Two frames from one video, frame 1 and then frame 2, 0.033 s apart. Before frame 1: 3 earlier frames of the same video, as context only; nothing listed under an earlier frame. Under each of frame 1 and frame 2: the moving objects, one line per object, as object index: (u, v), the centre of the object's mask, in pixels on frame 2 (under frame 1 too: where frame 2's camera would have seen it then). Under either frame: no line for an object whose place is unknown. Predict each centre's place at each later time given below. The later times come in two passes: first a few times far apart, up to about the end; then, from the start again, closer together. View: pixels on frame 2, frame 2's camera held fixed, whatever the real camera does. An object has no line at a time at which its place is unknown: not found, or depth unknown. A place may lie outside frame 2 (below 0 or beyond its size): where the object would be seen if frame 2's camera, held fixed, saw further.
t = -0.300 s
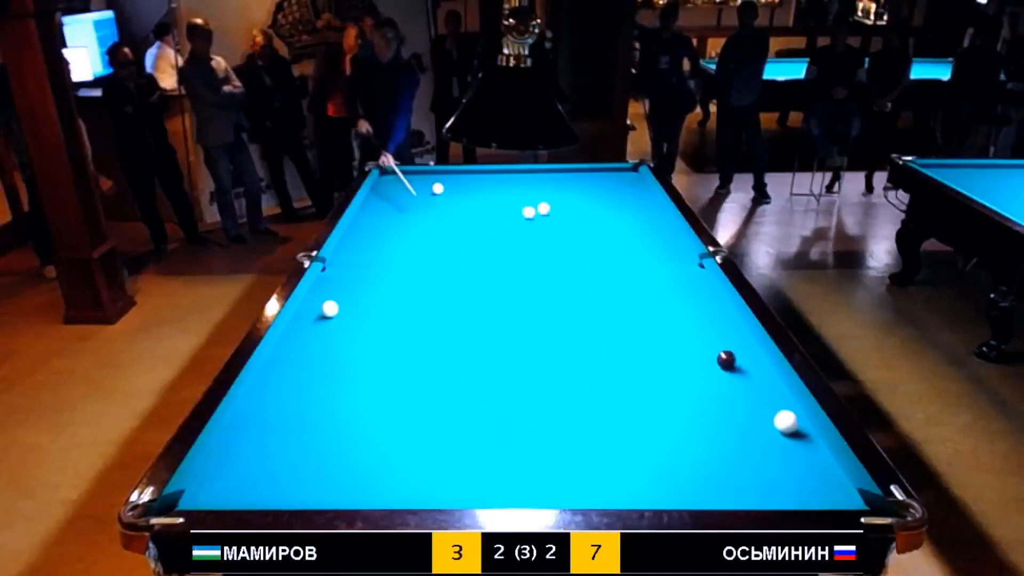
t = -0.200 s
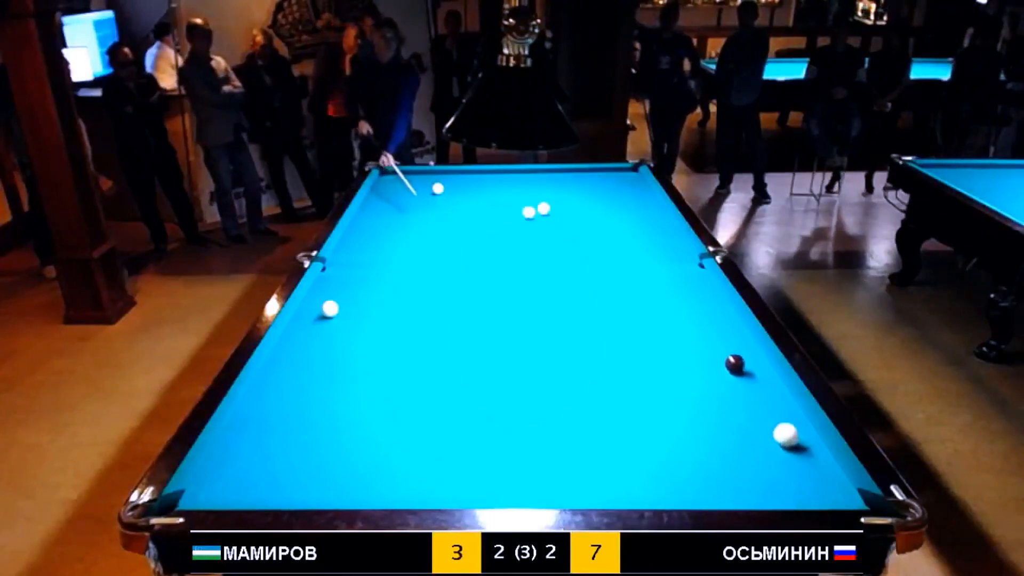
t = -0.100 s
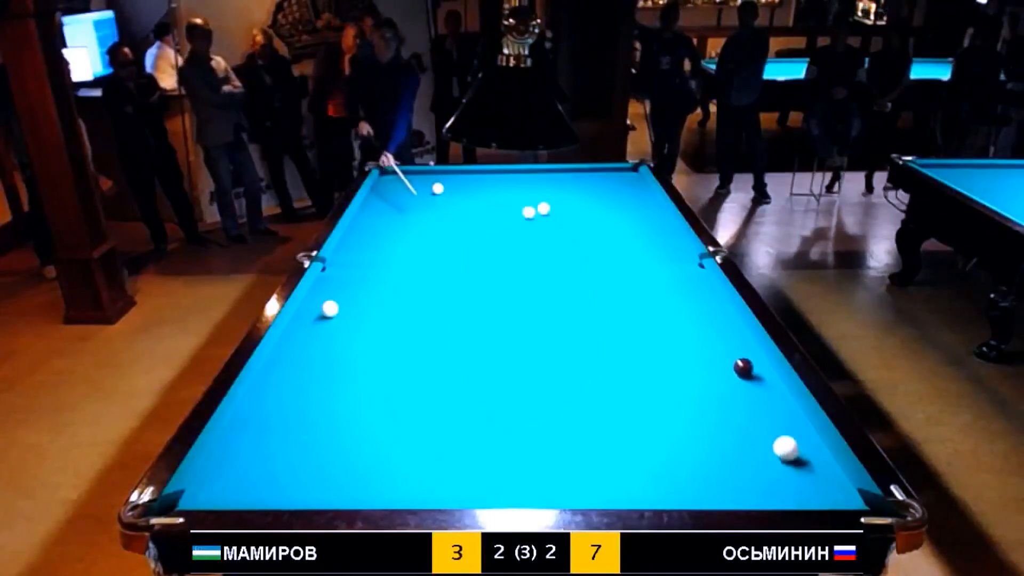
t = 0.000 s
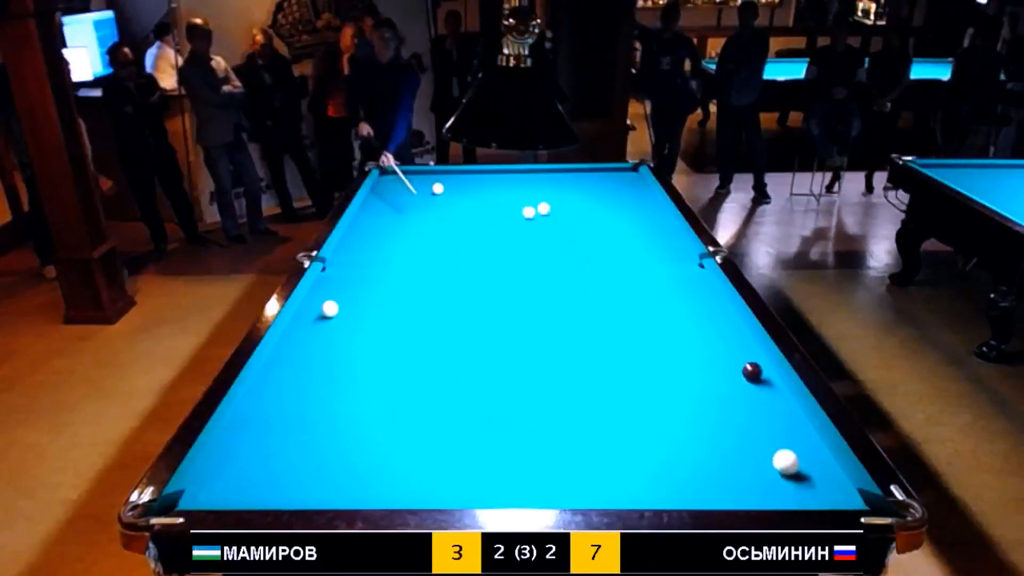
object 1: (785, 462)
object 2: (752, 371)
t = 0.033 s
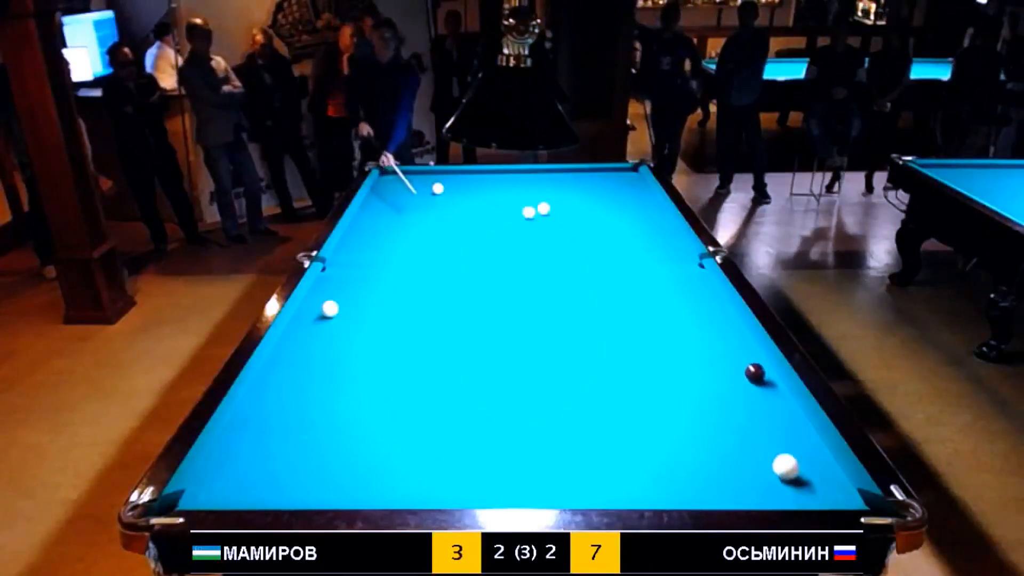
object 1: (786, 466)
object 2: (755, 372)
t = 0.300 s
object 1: (773, 486)
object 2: (770, 382)
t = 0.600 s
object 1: (736, 460)
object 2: (766, 390)
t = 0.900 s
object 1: (703, 438)
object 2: (762, 397)
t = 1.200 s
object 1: (675, 419)
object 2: (759, 405)
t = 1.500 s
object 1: (651, 402)
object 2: (757, 412)
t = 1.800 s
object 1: (630, 387)
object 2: (755, 418)
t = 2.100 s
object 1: (612, 374)
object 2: (753, 423)
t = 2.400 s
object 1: (596, 362)
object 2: (752, 427)
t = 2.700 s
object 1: (582, 352)
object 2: (751, 431)
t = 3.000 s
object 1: (570, 343)
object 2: (751, 431)
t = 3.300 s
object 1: (559, 335)
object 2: (750, 431)
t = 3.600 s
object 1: (549, 328)
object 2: (751, 432)
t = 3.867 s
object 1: (542, 322)
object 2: (750, 431)
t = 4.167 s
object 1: (534, 316)
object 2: (751, 432)
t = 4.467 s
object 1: (528, 312)
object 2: (751, 430)
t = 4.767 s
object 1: (522, 307)
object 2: (751, 430)
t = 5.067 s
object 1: (517, 304)
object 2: (750, 429)
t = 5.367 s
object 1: (513, 301)
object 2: (751, 429)
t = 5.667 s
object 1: (509, 298)
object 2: (751, 429)
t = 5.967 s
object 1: (505, 296)
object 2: (751, 429)
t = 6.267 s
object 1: (502, 295)
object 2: (751, 429)
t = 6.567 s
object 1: (501, 294)
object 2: (751, 429)
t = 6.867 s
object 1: (500, 293)
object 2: (751, 433)
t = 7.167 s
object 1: (500, 293)
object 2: (751, 432)
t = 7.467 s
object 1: (500, 293)
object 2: (751, 433)
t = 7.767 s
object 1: (500, 293)
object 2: (751, 433)
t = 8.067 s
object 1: (500, 293)
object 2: (751, 433)
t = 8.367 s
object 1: (500, 293)
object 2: (751, 432)
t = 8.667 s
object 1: (500, 293)
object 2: (751, 433)
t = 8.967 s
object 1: (500, 293)
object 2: (751, 433)
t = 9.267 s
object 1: (500, 293)
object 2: (751, 433)
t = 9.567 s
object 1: (500, 293)
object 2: (751, 433)
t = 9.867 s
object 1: (500, 293)
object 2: (751, 433)
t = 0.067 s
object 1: (785, 471)
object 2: (758, 373)
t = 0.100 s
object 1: (786, 476)
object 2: (761, 375)
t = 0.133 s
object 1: (785, 481)
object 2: (764, 376)
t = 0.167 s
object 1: (785, 486)
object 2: (766, 377)
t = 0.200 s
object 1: (785, 489)
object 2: (769, 379)
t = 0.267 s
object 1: (778, 488)
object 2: (771, 381)
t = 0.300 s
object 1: (773, 486)
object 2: (770, 382)
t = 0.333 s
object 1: (769, 483)
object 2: (770, 383)
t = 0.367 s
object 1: (765, 480)
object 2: (769, 384)
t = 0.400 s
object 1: (760, 477)
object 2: (769, 385)
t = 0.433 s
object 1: (756, 474)
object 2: (768, 386)
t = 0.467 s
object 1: (752, 471)
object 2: (768, 386)
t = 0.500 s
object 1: (748, 468)
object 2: (767, 387)
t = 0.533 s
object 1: (744, 466)
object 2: (767, 388)
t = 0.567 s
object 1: (739, 463)
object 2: (767, 389)
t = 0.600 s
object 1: (736, 460)
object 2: (766, 390)
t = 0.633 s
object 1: (732, 458)
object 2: (766, 391)
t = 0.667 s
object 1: (728, 455)
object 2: (765, 392)
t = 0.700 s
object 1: (725, 453)
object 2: (765, 393)
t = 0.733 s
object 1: (721, 450)
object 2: (764, 393)
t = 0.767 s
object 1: (717, 448)
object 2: (764, 394)
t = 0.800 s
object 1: (713, 445)
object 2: (764, 395)
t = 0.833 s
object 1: (710, 443)
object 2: (763, 396)
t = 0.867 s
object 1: (706, 440)
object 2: (763, 397)
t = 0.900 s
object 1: (703, 438)
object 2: (762, 397)
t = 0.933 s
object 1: (700, 436)
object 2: (762, 398)
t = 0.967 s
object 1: (697, 433)
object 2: (761, 399)
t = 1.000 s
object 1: (693, 431)
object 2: (761, 400)
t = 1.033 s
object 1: (690, 429)
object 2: (761, 402)
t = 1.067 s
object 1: (687, 427)
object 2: (760, 402)
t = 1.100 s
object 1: (684, 425)
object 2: (760, 403)
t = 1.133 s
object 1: (681, 423)
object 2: (760, 404)
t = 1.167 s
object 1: (678, 421)
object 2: (760, 405)
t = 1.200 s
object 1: (675, 419)
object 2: (759, 405)
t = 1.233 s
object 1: (672, 417)
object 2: (759, 406)
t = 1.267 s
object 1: (670, 415)
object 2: (759, 407)
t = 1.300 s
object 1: (667, 413)
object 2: (758, 408)
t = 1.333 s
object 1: (664, 411)
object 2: (758, 408)
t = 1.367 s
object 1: (661, 409)
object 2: (758, 409)
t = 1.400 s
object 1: (659, 407)
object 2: (757, 410)
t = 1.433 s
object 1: (656, 405)
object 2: (757, 411)
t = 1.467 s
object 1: (654, 403)
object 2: (757, 411)
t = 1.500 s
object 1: (651, 402)
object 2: (757, 412)
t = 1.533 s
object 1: (649, 400)
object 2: (756, 413)
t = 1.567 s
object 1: (647, 398)
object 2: (756, 414)
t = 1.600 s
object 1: (644, 397)
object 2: (756, 414)
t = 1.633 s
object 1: (642, 395)
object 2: (756, 415)
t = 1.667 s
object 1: (639, 393)
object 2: (756, 416)
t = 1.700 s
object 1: (637, 392)
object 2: (755, 416)
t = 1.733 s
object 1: (635, 390)
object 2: (755, 417)
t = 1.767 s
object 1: (632, 388)
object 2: (755, 417)
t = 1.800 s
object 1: (630, 387)
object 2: (755, 418)
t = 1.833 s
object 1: (628, 385)
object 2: (755, 419)
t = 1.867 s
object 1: (626, 384)
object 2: (754, 419)
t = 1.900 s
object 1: (624, 382)
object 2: (754, 420)
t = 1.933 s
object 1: (622, 381)
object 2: (754, 421)
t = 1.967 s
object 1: (620, 379)
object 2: (754, 421)
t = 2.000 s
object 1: (618, 378)
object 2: (754, 422)
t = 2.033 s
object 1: (616, 376)
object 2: (754, 422)
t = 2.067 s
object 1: (614, 375)
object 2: (754, 422)
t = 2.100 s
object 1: (612, 374)
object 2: (753, 423)
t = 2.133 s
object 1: (610, 372)
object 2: (753, 423)
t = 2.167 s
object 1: (608, 371)
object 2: (753, 424)
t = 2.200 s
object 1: (607, 370)
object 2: (753, 424)
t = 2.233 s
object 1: (605, 368)
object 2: (753, 425)
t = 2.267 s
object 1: (603, 367)
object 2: (753, 425)
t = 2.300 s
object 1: (601, 366)
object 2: (752, 426)
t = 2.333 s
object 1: (599, 365)
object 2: (752, 426)
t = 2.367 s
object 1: (598, 363)
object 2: (752, 427)
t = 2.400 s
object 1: (596, 362)
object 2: (752, 427)
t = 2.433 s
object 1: (594, 361)
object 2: (752, 428)
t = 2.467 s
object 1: (593, 360)
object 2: (752, 428)
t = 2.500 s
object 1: (591, 359)
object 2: (753, 425)
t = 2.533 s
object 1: (590, 357)
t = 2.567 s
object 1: (588, 356)
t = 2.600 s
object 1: (587, 355)
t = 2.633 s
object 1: (585, 354)
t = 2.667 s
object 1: (584, 353)
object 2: (751, 431)
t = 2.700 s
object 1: (582, 352)
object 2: (751, 431)
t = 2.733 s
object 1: (581, 351)
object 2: (751, 430)
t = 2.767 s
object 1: (579, 349)
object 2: (751, 430)
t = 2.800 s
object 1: (578, 349)
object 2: (751, 430)
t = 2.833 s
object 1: (576, 347)
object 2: (751, 430)
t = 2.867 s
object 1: (575, 346)
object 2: (751, 430)
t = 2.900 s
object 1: (573, 345)
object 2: (751, 430)
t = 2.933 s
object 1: (572, 345)
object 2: (751, 431)
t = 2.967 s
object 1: (571, 343)
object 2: (751, 431)
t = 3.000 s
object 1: (570, 343)
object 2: (751, 431)
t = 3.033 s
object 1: (568, 342)
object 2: (750, 431)
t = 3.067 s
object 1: (567, 341)
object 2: (750, 431)
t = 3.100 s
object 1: (566, 340)
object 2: (750, 431)
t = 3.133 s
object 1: (565, 339)
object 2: (750, 431)
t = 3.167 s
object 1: (564, 338)
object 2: (750, 431)
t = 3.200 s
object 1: (562, 338)
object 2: (750, 431)
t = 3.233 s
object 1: (561, 336)
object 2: (750, 431)
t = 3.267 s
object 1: (560, 336)
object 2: (750, 431)
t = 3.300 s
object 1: (559, 335)
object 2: (750, 431)
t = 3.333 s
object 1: (558, 334)
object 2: (750, 431)
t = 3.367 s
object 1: (557, 333)
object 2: (750, 431)
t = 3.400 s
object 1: (556, 332)
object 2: (750, 431)
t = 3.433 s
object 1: (554, 331)
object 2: (750, 431)
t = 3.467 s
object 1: (553, 331)
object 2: (750, 431)
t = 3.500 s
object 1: (552, 330)
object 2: (750, 430)
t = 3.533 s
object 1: (552, 329)
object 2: (750, 430)
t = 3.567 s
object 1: (550, 329)
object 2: (751, 430)
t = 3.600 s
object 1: (549, 328)
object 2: (751, 432)
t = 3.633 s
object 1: (548, 327)
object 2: (751, 432)
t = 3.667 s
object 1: (547, 326)
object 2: (751, 432)
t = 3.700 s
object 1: (547, 325)
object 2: (751, 432)
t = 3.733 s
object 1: (546, 325)
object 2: (751, 432)
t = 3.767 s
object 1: (545, 324)
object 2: (751, 432)
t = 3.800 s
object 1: (544, 323)
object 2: (751, 432)
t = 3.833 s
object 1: (543, 323)
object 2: (751, 433)
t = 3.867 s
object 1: (542, 322)
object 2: (750, 431)
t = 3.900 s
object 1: (541, 321)
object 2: (751, 433)
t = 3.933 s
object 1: (540, 321)
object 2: (750, 431)
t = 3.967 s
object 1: (539, 320)
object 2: (751, 433)
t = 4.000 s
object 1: (539, 319)
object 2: (751, 431)
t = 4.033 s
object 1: (538, 319)
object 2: (751, 431)
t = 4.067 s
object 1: (537, 318)
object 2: (751, 431)
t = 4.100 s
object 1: (536, 317)
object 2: (751, 431)
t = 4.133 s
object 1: (535, 317)
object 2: (751, 431)
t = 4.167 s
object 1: (534, 316)
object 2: (751, 432)
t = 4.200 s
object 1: (534, 316)
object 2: (751, 431)
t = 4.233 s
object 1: (533, 315)
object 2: (751, 431)
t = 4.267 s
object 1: (532, 315)
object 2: (751, 430)
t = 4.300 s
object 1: (531, 314)
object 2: (751, 430)
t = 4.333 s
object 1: (531, 314)
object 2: (751, 430)
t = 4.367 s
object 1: (530, 313)
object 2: (751, 432)
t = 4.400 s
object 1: (529, 313)
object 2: (751, 430)
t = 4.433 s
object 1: (529, 312)
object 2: (751, 430)
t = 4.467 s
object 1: (528, 312)
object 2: (751, 430)
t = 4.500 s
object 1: (527, 311)
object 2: (751, 430)
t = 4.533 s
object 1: (526, 310)
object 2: (751, 430)
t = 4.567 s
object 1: (526, 310)
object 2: (751, 430)
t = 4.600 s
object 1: (525, 310)
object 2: (751, 430)
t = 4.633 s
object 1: (525, 309)
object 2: (751, 430)
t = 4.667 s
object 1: (524, 309)
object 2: (751, 430)
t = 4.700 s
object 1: (523, 308)
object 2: (751, 430)
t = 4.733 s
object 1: (523, 308)
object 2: (751, 430)
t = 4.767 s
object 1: (522, 307)
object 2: (751, 430)
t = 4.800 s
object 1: (521, 307)
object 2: (751, 430)
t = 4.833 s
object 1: (521, 306)
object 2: (751, 429)
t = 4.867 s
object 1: (520, 306)
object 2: (751, 429)
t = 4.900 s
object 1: (520, 306)
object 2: (751, 429)
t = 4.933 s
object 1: (519, 305)
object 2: (751, 429)
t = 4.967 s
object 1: (519, 305)
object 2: (751, 429)
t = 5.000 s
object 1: (518, 304)
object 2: (751, 429)
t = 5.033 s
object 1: (517, 304)
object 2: (750, 429)
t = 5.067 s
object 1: (517, 304)
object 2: (750, 429)
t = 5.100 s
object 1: (516, 303)
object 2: (751, 429)
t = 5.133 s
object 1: (516, 303)
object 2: (750, 429)
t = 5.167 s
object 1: (515, 303)
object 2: (750, 429)
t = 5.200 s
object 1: (515, 302)
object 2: (750, 429)
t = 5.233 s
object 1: (514, 302)
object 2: (751, 429)
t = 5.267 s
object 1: (514, 302)
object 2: (751, 429)
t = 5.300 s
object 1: (514, 301)
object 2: (751, 429)
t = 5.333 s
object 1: (513, 301)
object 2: (751, 429)
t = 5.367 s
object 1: (513, 301)
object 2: (751, 429)
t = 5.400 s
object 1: (512, 300)
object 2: (751, 429)
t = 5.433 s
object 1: (512, 300)
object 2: (751, 429)
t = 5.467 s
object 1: (511, 300)
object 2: (751, 429)
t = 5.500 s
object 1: (511, 299)
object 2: (751, 429)
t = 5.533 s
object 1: (510, 299)
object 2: (751, 429)
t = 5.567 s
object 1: (510, 299)
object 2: (751, 429)
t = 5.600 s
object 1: (509, 299)
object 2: (751, 429)
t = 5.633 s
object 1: (509, 298)
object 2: (751, 429)
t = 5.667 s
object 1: (509, 298)
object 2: (751, 429)
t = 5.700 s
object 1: (508, 298)
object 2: (751, 429)
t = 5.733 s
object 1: (508, 298)
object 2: (751, 429)
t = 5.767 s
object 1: (507, 298)
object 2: (751, 429)
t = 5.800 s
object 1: (507, 297)
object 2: (751, 429)
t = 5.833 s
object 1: (507, 297)
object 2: (751, 429)
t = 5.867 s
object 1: (506, 297)
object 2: (751, 429)
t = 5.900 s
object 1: (506, 297)
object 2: (751, 429)
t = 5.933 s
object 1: (505, 296)
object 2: (751, 429)
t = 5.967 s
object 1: (505, 296)
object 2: (751, 429)
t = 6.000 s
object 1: (505, 296)
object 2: (751, 429)
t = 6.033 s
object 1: (504, 296)
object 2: (751, 429)
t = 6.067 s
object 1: (504, 296)
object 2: (751, 429)
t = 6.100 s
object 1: (504, 296)
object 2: (751, 429)
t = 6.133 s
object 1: (503, 295)
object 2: (751, 429)
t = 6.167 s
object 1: (503, 295)
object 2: (751, 429)
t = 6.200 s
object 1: (503, 295)
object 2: (751, 429)
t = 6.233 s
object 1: (503, 295)
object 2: (751, 429)
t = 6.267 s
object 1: (502, 295)
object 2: (751, 429)
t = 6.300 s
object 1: (502, 295)
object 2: (751, 429)
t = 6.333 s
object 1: (502, 295)
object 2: (751, 429)
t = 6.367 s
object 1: (502, 294)
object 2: (751, 429)
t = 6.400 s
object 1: (502, 294)
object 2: (751, 429)
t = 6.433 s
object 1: (501, 294)
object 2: (751, 429)
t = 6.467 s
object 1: (501, 294)
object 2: (751, 429)
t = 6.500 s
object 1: (501, 294)
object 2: (751, 429)
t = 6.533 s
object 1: (501, 294)
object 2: (751, 429)
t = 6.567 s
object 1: (501, 294)
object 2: (751, 429)
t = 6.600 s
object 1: (501, 294)
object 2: (751, 433)
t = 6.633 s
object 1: (500, 294)
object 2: (751, 433)
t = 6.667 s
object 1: (500, 294)
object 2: (751, 430)
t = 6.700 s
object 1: (500, 293)
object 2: (751, 433)
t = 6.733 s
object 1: (500, 293)
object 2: (751, 433)
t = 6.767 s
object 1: (500, 293)
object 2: (751, 433)
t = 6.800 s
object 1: (500, 293)
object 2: (751, 433)
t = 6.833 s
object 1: (500, 293)
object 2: (751, 433)
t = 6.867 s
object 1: (500, 293)
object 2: (751, 433)
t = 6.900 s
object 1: (500, 293)
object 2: (751, 433)
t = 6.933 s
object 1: (500, 293)
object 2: (751, 433)
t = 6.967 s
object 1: (500, 293)
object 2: (751, 433)
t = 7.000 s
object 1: (500, 293)
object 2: (751, 433)
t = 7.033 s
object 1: (500, 293)
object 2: (751, 433)
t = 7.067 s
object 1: (500, 293)
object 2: (751, 433)
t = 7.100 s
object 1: (500, 293)
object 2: (751, 433)
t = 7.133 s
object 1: (500, 293)
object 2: (751, 433)
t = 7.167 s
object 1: (500, 293)
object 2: (751, 432)
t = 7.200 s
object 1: (500, 293)
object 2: (751, 433)
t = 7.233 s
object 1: (500, 293)
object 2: (751, 432)
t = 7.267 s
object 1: (500, 293)
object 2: (751, 433)
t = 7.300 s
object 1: (500, 293)
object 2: (751, 432)
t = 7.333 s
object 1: (500, 293)
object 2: (751, 433)
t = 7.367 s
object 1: (500, 293)
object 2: (751, 433)
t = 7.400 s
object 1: (500, 293)
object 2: (751, 433)
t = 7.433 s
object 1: (500, 293)
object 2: (751, 433)
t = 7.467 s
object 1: (500, 293)
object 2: (751, 433)
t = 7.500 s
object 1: (500, 293)
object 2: (751, 433)
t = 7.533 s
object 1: (500, 293)
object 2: (751, 433)
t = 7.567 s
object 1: (500, 293)
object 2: (751, 433)
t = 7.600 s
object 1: (500, 293)
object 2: (751, 433)
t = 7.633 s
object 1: (500, 293)
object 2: (751, 433)
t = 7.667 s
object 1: (500, 293)
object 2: (751, 433)
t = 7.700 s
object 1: (500, 293)
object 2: (751, 433)
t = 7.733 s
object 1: (500, 293)
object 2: (751, 433)
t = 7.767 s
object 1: (500, 293)
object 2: (751, 433)
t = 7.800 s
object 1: (500, 293)
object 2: (751, 433)
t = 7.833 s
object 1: (500, 293)
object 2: (751, 433)
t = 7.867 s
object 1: (500, 293)
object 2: (751, 433)
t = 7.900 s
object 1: (500, 293)
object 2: (751, 433)
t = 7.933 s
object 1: (500, 293)
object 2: (751, 433)
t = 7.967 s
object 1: (500, 293)
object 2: (751, 433)
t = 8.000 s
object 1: (500, 293)
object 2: (751, 433)
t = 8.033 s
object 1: (500, 293)
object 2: (751, 433)
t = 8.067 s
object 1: (500, 293)
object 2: (751, 433)
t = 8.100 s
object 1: (500, 293)
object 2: (751, 432)
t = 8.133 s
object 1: (500, 293)
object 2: (751, 432)
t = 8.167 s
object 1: (500, 293)
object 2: (751, 432)
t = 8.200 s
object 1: (500, 293)
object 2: (751, 432)
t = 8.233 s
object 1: (500, 293)
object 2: (751, 432)
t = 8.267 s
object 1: (500, 293)
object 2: (751, 432)
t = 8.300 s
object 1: (500, 293)
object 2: (751, 432)
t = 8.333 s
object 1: (500, 293)
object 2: (751, 433)
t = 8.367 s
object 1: (500, 293)
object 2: (751, 432)
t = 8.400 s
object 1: (500, 293)
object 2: (751, 433)
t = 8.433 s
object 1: (500, 293)
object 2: (751, 432)
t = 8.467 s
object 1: (500, 293)
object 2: (751, 433)
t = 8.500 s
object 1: (500, 293)
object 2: (751, 432)
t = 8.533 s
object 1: (500, 293)
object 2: (751, 432)
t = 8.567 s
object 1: (500, 293)
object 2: (751, 432)
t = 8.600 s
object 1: (500, 293)
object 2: (751, 433)
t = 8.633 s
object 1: (500, 293)
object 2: (751, 432)
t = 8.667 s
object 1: (500, 293)
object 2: (751, 433)
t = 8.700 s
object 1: (500, 293)
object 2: (751, 433)
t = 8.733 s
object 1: (500, 293)
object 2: (751, 433)
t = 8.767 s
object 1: (500, 293)
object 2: (751, 433)
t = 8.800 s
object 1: (500, 293)
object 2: (751, 433)
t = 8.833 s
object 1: (500, 293)
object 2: (751, 433)
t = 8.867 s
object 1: (500, 293)
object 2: (751, 433)
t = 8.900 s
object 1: (500, 293)
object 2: (751, 433)
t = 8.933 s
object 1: (500, 293)
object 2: (751, 433)
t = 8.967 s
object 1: (500, 293)
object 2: (751, 433)
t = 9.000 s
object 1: (500, 293)
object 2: (751, 433)
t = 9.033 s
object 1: (500, 293)
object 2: (751, 433)
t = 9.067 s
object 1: (500, 293)
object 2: (751, 433)
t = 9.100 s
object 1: (500, 293)
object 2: (751, 433)
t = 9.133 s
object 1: (500, 293)
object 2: (751, 433)
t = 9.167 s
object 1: (500, 293)
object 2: (751, 433)
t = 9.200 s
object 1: (500, 293)
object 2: (751, 433)
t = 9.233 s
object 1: (500, 293)
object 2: (751, 433)
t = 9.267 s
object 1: (500, 293)
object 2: (751, 433)
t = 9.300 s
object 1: (500, 293)
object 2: (751, 433)
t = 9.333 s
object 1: (500, 293)
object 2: (751, 433)
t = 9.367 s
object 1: (500, 293)
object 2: (751, 433)
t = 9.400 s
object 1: (500, 293)
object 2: (751, 433)
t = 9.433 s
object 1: (500, 293)
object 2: (751, 433)
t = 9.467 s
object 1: (500, 293)
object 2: (751, 433)
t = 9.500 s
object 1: (500, 293)
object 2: (751, 433)
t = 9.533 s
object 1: (500, 293)
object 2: (751, 433)
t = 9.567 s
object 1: (500, 293)
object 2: (751, 433)
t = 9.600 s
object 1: (500, 293)
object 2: (751, 433)
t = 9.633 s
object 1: (500, 293)
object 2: (751, 433)
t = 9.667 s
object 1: (500, 293)
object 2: (751, 433)
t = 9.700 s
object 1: (500, 293)
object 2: (751, 433)
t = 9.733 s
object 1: (500, 293)
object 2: (751, 433)
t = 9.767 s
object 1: (500, 293)
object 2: (751, 433)
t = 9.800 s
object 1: (500, 293)
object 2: (751, 433)
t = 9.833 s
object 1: (500, 293)
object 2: (751, 433)
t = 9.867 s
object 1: (500, 293)
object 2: (751, 433)
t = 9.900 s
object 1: (500, 293)
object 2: (751, 433)
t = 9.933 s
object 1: (500, 293)
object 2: (751, 433)
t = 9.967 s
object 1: (500, 293)
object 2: (751, 433)
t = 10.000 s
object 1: (500, 293)
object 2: (751, 433)
